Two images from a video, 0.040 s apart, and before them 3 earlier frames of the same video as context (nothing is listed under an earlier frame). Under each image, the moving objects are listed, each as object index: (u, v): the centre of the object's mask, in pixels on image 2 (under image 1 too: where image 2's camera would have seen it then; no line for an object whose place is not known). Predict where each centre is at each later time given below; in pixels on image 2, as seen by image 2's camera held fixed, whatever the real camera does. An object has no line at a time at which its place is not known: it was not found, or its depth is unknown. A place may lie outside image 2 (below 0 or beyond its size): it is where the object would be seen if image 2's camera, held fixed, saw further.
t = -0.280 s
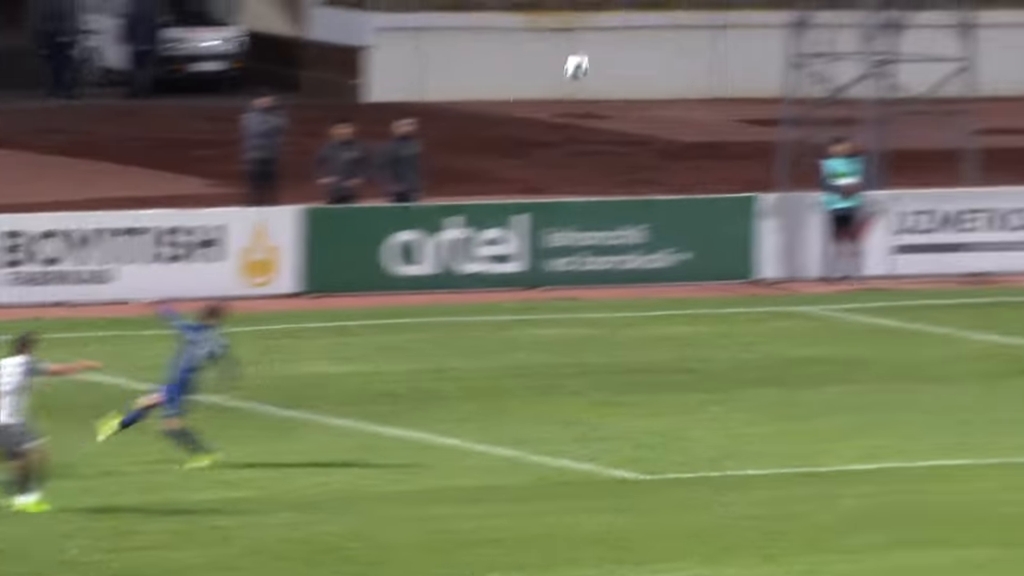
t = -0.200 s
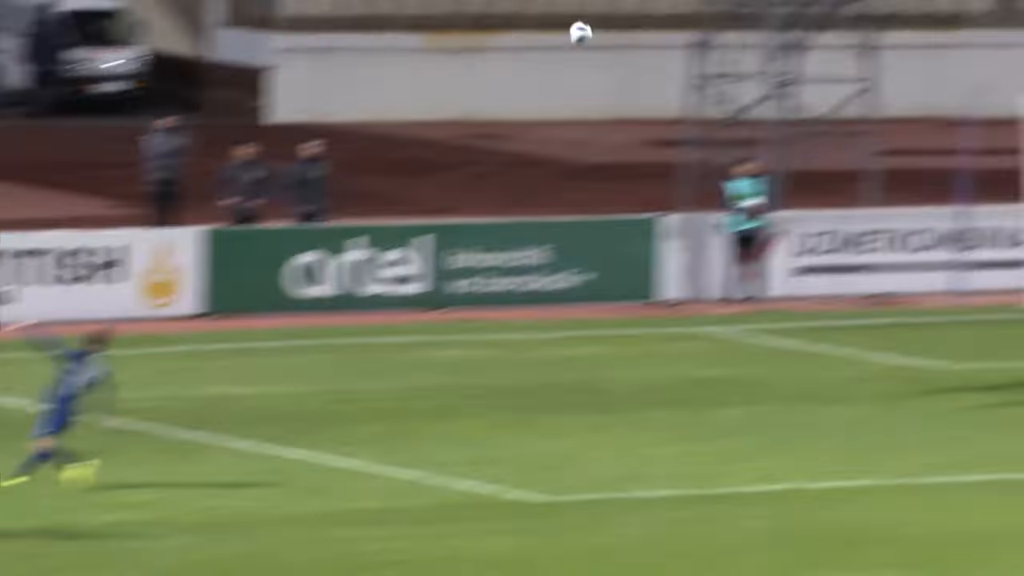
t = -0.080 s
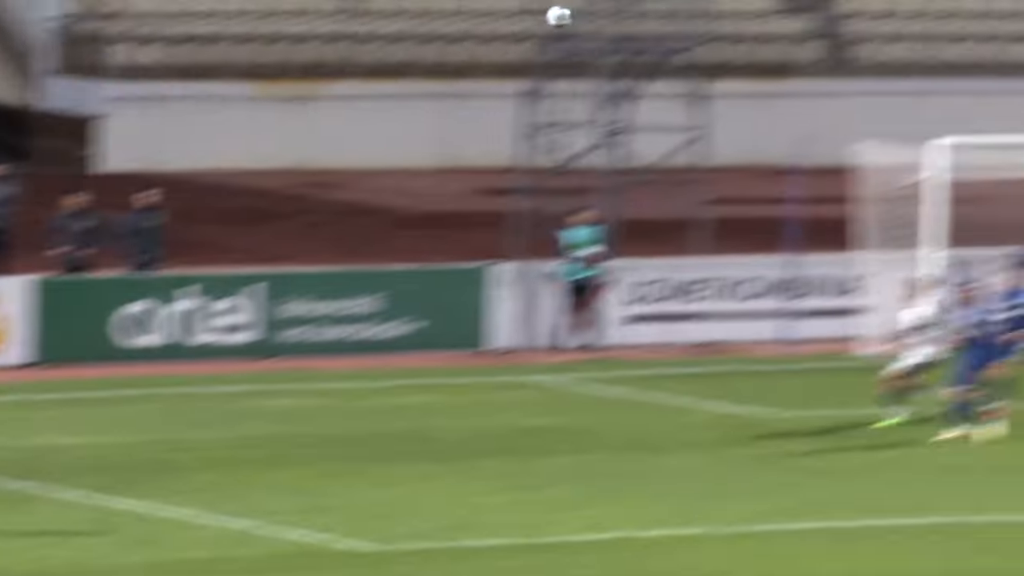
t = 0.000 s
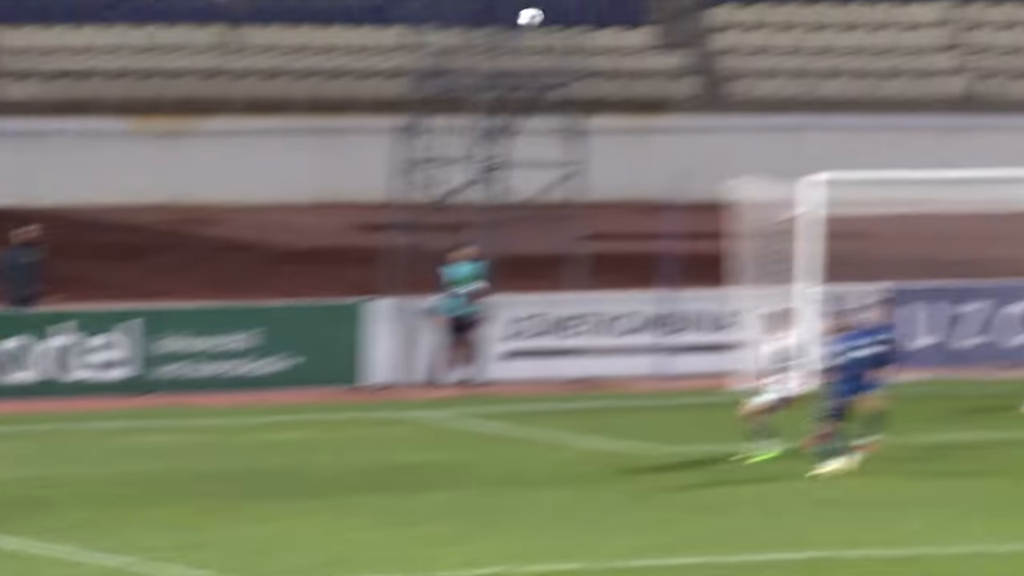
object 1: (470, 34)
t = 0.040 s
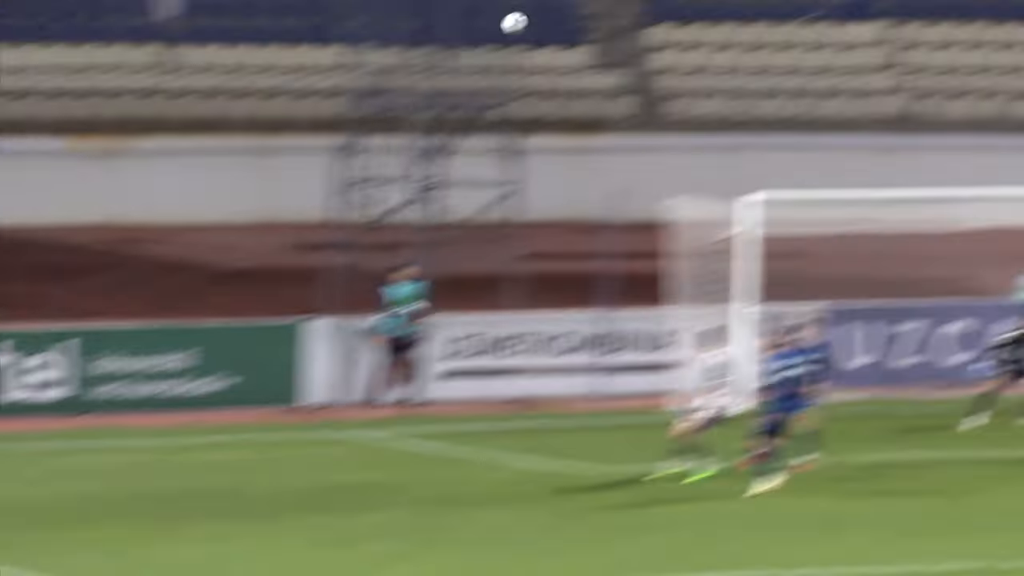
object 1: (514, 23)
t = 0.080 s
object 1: (557, 12)
